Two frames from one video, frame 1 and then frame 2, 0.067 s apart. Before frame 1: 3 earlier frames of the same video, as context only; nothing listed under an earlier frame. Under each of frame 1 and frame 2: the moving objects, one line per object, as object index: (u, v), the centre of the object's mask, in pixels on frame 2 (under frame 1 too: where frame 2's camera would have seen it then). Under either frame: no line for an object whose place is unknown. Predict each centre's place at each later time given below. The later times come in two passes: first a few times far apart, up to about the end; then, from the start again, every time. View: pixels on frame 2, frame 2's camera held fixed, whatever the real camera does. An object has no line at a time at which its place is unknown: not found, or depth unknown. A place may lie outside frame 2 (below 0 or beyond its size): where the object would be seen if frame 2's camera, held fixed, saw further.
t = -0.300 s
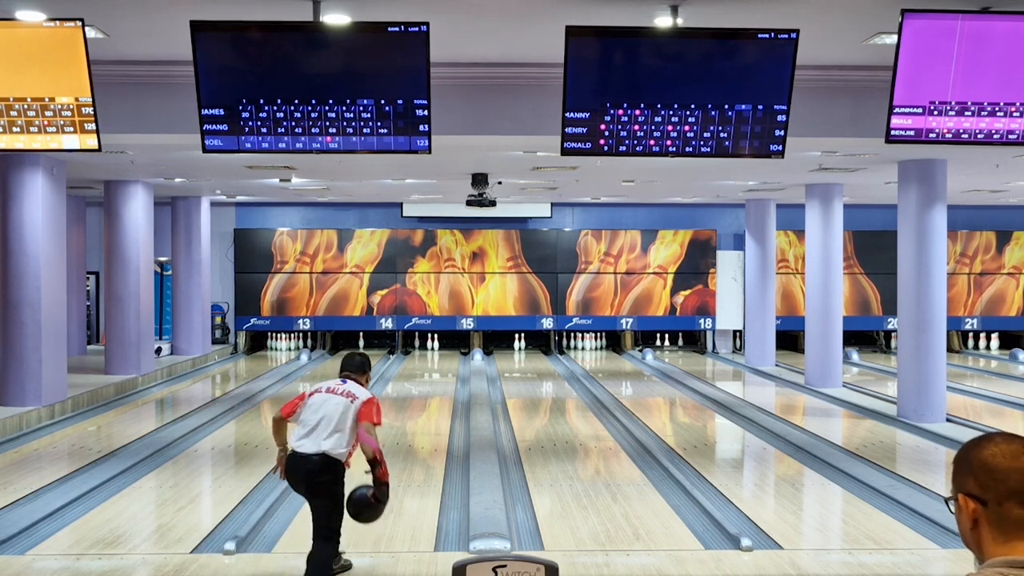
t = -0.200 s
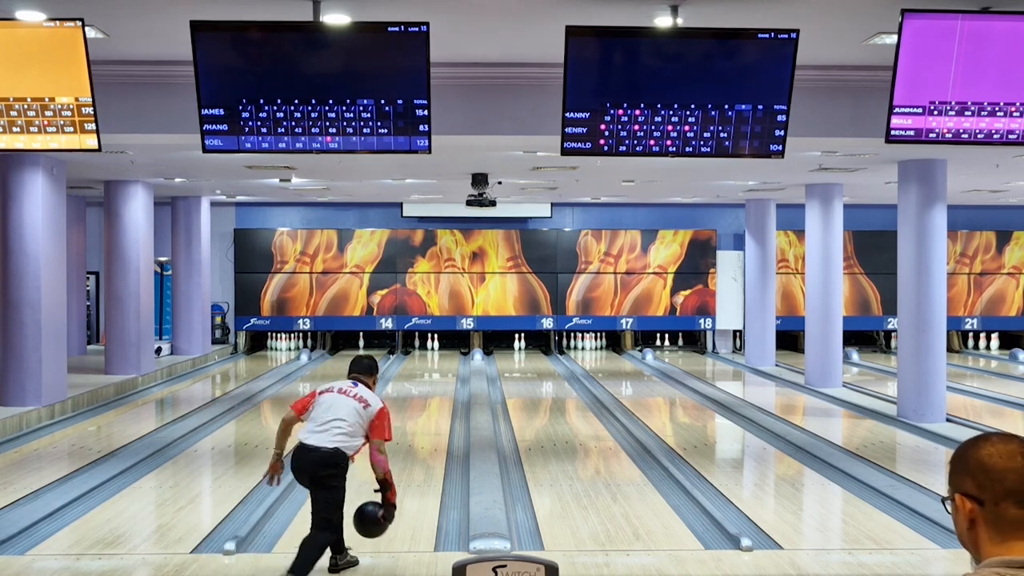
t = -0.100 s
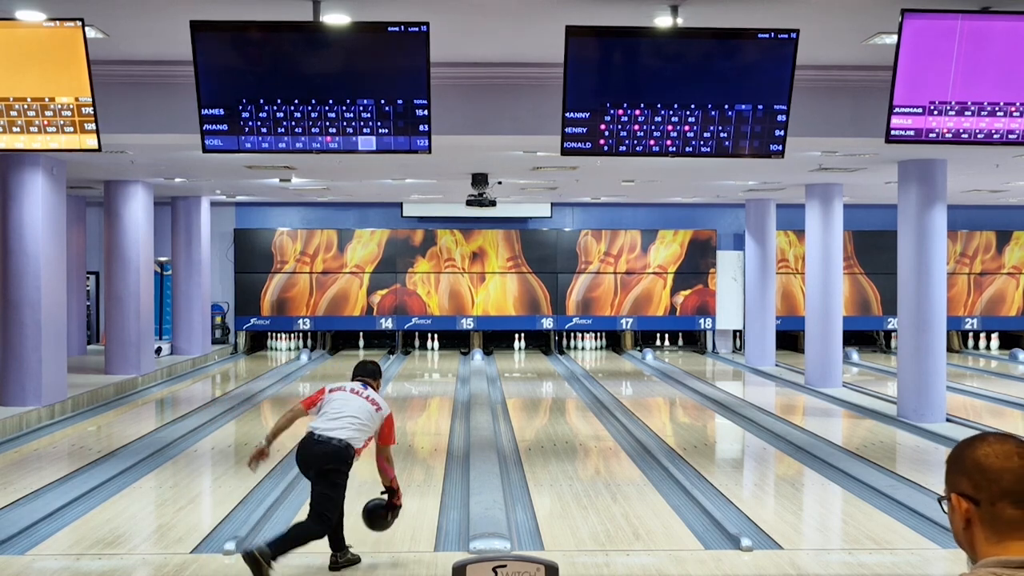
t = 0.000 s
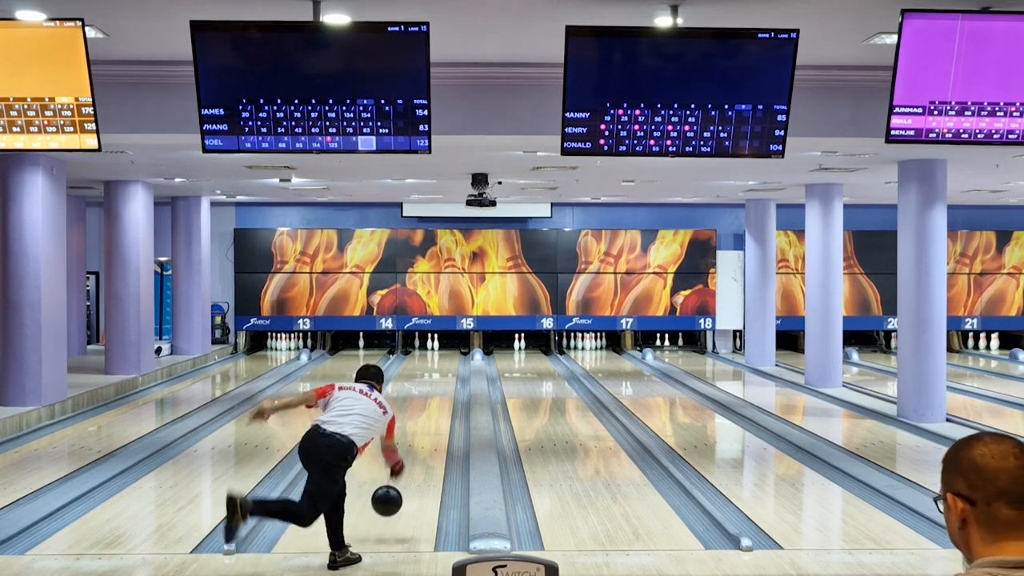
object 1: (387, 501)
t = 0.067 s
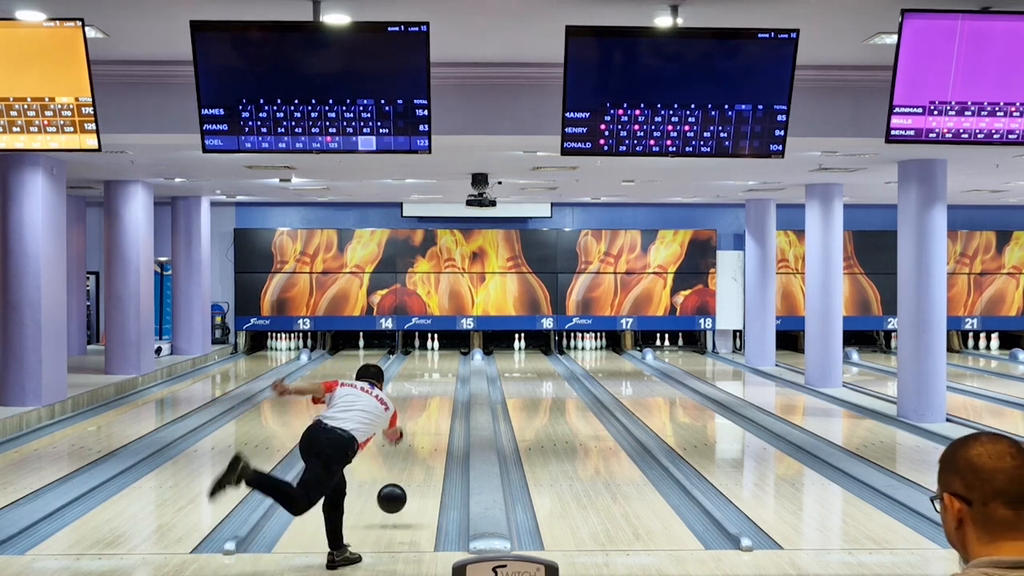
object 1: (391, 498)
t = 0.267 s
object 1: (404, 481)
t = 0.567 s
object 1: (417, 448)
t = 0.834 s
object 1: (426, 426)
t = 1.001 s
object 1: (430, 415)
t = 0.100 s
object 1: (394, 500)
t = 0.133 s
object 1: (396, 501)
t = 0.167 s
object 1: (398, 495)
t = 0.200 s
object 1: (400, 490)
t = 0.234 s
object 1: (402, 486)
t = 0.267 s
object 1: (404, 481)
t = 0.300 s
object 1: (406, 477)
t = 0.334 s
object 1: (407, 473)
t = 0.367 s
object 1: (409, 469)
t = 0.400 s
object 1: (410, 465)
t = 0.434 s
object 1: (412, 461)
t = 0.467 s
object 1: (413, 458)
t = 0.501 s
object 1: (415, 454)
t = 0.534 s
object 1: (416, 451)
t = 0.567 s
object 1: (417, 448)
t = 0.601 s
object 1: (419, 445)
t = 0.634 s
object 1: (420, 442)
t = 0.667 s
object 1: (421, 439)
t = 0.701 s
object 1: (422, 436)
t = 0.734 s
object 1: (423, 433)
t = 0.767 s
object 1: (424, 431)
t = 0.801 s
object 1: (425, 429)
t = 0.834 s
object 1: (426, 426)
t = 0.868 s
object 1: (426, 426)
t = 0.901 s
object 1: (430, 418)
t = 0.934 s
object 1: (429, 419)
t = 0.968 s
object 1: (429, 417)
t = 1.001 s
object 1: (430, 415)
